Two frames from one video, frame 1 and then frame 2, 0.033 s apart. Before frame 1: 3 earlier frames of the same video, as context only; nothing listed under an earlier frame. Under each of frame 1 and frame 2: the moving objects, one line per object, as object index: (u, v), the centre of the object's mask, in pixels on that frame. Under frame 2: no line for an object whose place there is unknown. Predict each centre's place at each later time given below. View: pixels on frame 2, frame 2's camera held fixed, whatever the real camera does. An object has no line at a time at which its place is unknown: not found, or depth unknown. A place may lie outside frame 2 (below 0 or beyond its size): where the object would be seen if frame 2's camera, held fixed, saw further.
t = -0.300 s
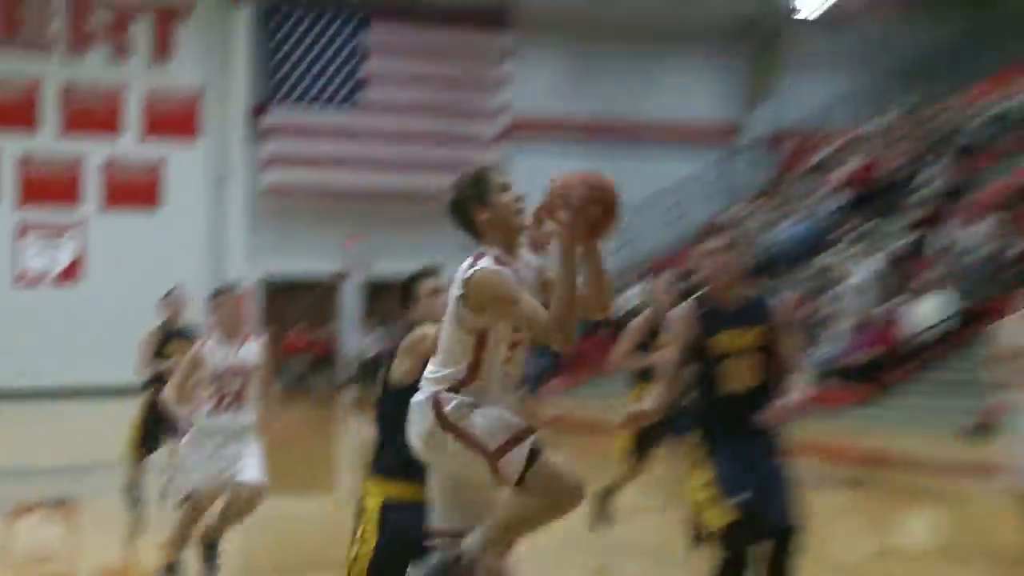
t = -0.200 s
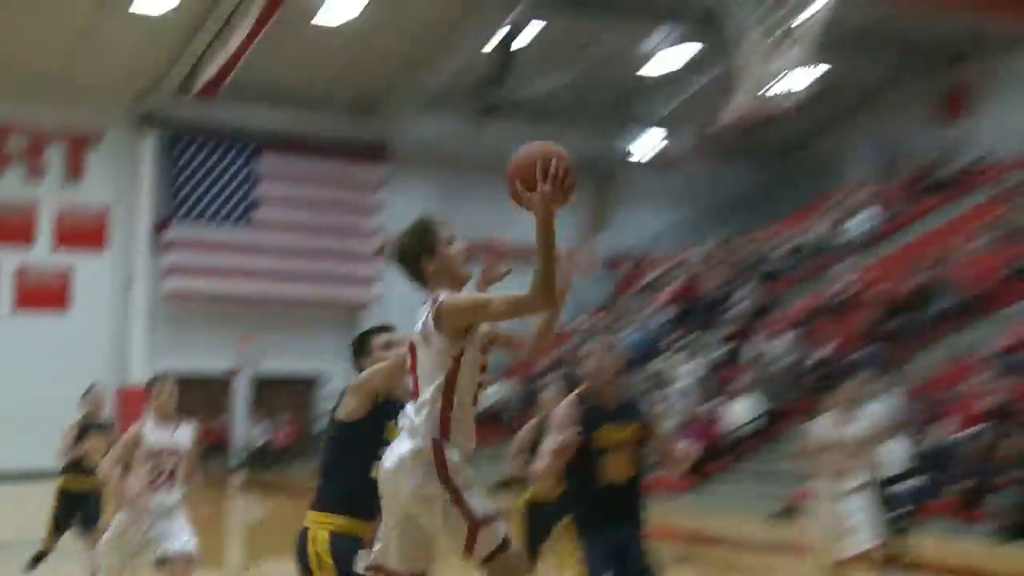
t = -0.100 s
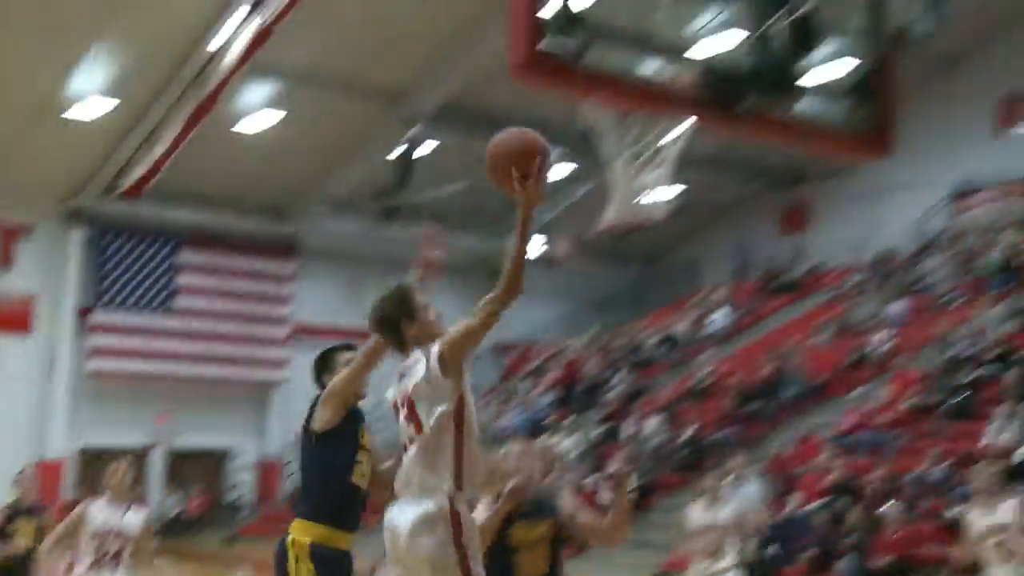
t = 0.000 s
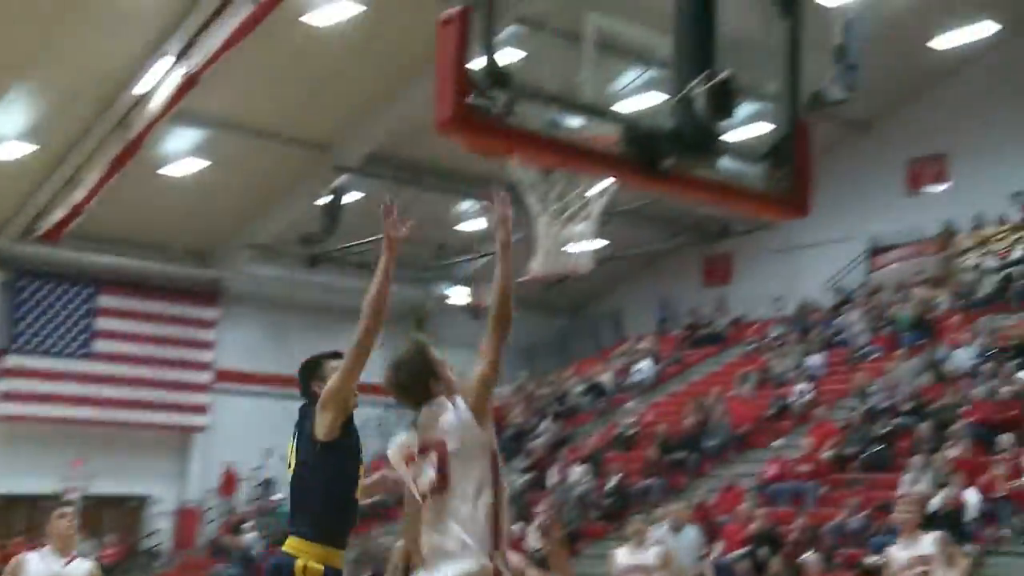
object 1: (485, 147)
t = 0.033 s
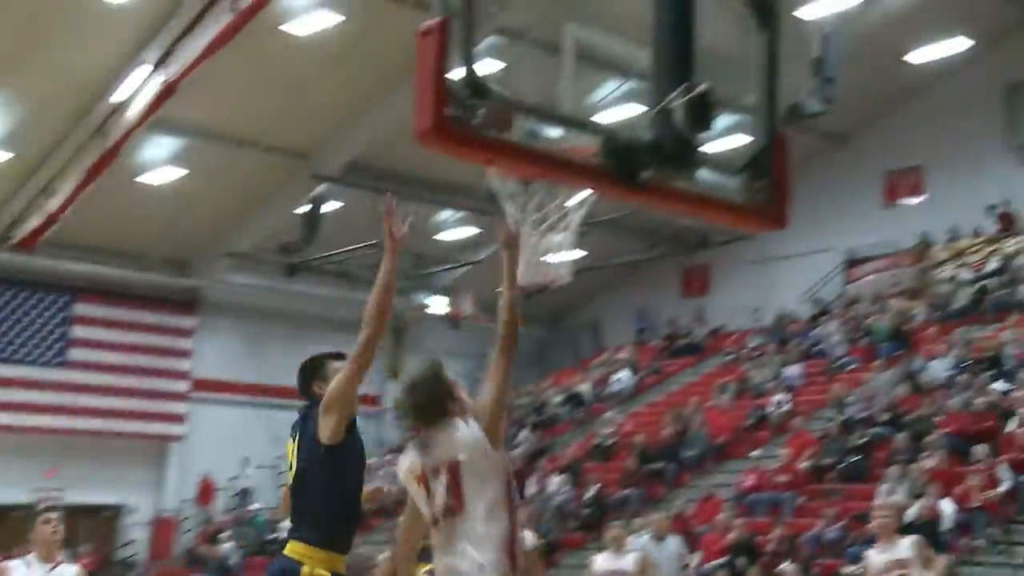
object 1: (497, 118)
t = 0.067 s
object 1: (503, 95)
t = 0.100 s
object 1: (514, 70)
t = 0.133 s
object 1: (520, 61)
